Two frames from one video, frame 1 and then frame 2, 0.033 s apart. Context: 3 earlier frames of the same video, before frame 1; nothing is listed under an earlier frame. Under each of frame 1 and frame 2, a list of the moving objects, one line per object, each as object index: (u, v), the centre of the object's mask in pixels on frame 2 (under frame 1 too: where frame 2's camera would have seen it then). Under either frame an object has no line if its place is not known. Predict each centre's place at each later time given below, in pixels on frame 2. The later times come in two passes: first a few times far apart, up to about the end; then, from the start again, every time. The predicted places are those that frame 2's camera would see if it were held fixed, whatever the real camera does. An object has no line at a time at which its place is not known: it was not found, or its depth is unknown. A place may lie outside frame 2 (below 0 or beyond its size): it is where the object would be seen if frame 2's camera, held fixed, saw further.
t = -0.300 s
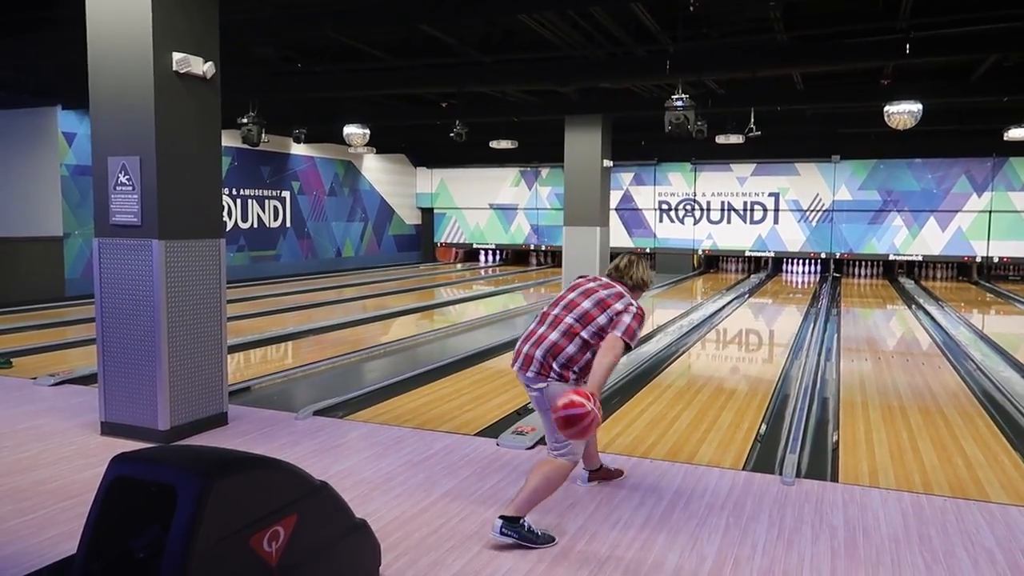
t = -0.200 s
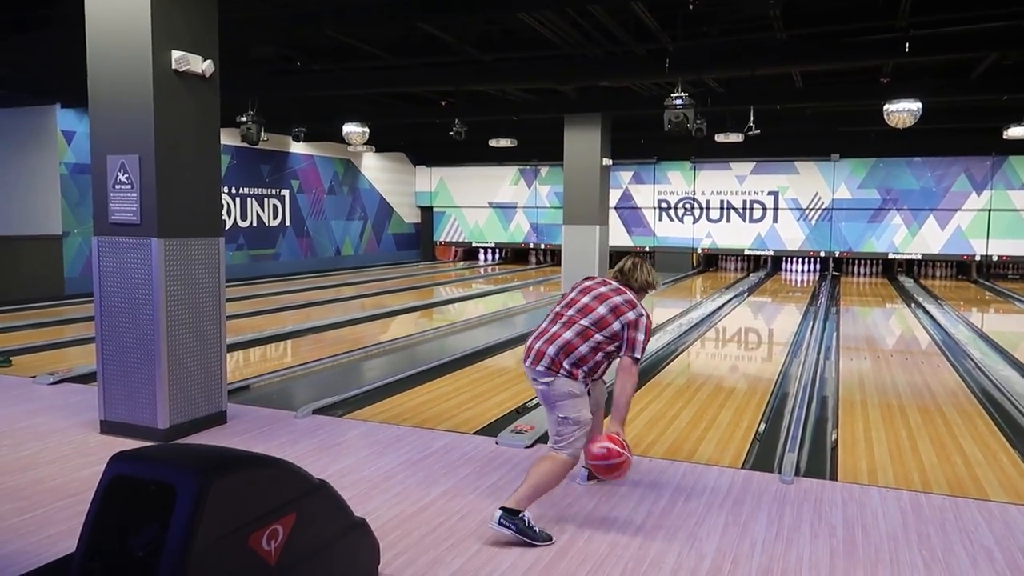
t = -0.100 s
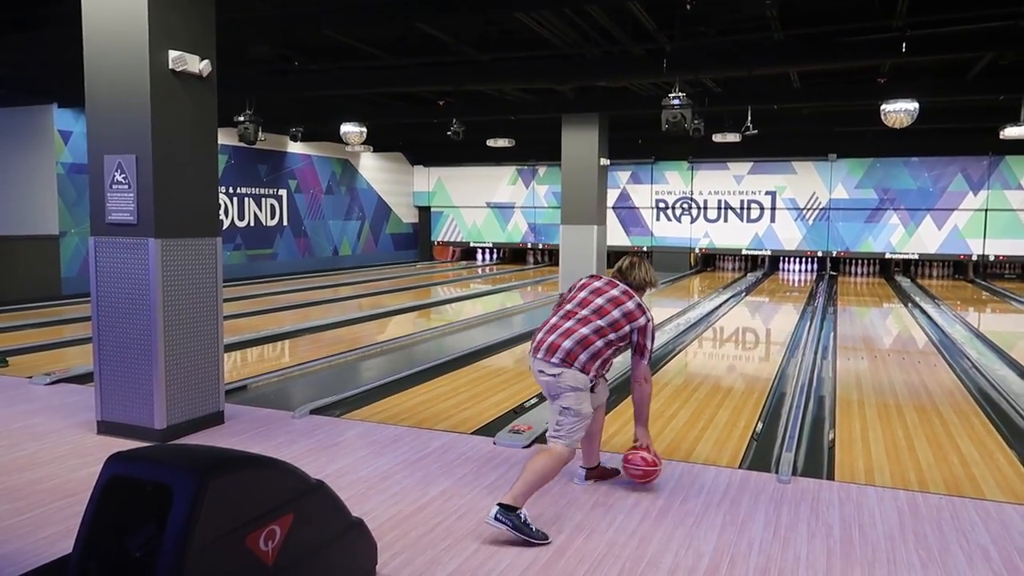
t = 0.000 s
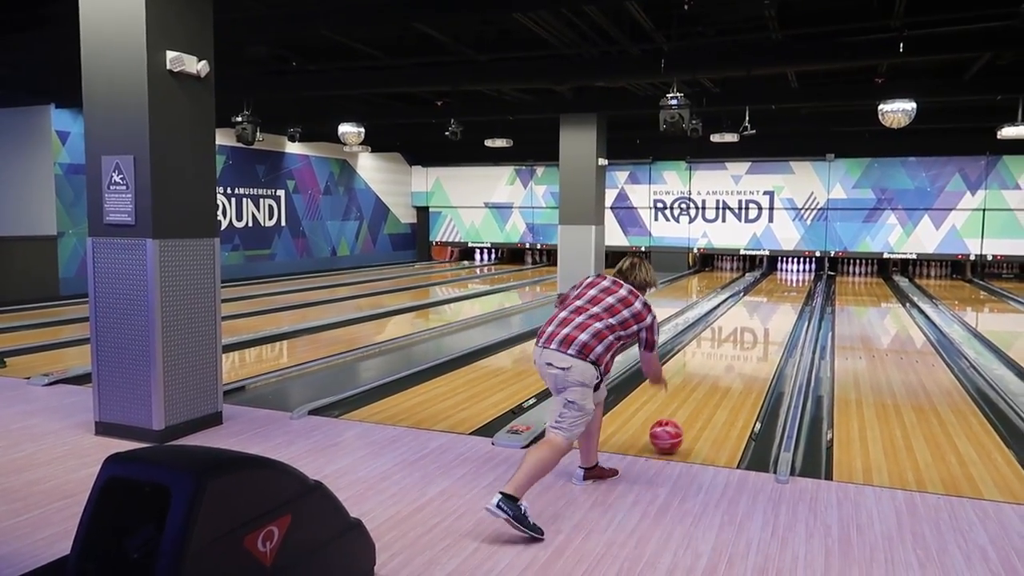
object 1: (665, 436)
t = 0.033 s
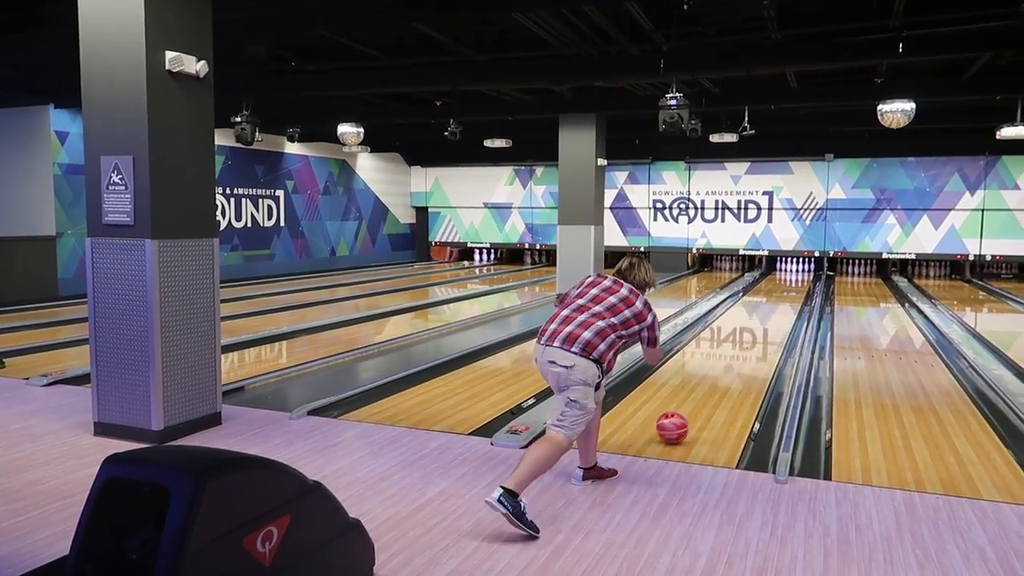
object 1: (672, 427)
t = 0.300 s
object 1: (712, 374)
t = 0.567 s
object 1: (736, 342)
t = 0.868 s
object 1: (752, 320)
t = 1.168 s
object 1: (764, 304)
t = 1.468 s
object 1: (772, 293)
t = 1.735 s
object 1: (777, 285)
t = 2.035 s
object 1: (782, 278)
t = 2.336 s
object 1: (786, 274)
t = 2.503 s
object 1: (789, 271)
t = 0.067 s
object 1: (678, 419)
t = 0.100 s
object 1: (684, 411)
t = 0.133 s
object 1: (690, 404)
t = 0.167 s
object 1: (695, 397)
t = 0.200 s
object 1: (700, 390)
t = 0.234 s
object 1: (704, 384)
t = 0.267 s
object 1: (709, 379)
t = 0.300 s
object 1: (712, 374)
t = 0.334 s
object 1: (716, 369)
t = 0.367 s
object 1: (719, 364)
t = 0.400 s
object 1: (723, 360)
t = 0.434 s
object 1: (725, 356)
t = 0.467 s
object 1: (728, 352)
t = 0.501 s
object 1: (731, 349)
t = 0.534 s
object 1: (734, 345)
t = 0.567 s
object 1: (736, 342)
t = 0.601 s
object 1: (738, 339)
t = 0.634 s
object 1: (740, 336)
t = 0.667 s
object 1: (742, 333)
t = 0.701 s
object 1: (744, 331)
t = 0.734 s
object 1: (746, 328)
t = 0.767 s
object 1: (748, 326)
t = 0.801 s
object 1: (749, 324)
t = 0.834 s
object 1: (751, 322)
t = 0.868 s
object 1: (752, 320)
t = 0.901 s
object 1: (754, 317)
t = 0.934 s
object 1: (756, 315)
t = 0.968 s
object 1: (757, 313)
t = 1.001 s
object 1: (758, 312)
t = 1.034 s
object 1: (760, 310)
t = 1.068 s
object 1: (761, 308)
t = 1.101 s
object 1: (762, 307)
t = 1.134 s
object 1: (763, 305)
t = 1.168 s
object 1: (764, 304)
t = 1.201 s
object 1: (765, 302)
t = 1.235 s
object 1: (766, 301)
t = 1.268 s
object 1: (767, 300)
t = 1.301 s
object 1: (768, 299)
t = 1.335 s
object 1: (769, 297)
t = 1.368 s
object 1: (769, 296)
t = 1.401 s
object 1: (770, 295)
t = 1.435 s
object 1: (771, 294)
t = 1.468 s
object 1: (772, 293)
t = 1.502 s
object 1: (772, 292)
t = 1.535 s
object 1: (773, 291)
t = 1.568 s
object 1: (774, 290)
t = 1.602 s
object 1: (775, 288)
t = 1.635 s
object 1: (776, 287)
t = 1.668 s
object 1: (776, 287)
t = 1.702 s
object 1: (777, 285)
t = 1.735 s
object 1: (777, 285)
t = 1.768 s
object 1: (778, 284)
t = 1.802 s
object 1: (779, 283)
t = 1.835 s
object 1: (779, 283)
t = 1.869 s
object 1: (780, 282)
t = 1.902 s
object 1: (780, 281)
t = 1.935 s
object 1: (780, 281)
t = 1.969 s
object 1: (781, 280)
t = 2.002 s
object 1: (782, 279)
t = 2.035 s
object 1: (782, 278)
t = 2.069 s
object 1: (783, 278)
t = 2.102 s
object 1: (783, 277)
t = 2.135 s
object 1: (784, 277)
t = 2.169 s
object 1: (784, 276)
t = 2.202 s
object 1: (785, 276)
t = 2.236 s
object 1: (785, 275)
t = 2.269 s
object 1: (786, 275)
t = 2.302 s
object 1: (786, 274)
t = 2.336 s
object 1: (786, 274)
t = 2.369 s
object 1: (787, 273)
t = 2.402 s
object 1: (787, 272)
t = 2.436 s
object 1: (788, 272)
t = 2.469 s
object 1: (789, 271)
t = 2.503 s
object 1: (789, 271)
